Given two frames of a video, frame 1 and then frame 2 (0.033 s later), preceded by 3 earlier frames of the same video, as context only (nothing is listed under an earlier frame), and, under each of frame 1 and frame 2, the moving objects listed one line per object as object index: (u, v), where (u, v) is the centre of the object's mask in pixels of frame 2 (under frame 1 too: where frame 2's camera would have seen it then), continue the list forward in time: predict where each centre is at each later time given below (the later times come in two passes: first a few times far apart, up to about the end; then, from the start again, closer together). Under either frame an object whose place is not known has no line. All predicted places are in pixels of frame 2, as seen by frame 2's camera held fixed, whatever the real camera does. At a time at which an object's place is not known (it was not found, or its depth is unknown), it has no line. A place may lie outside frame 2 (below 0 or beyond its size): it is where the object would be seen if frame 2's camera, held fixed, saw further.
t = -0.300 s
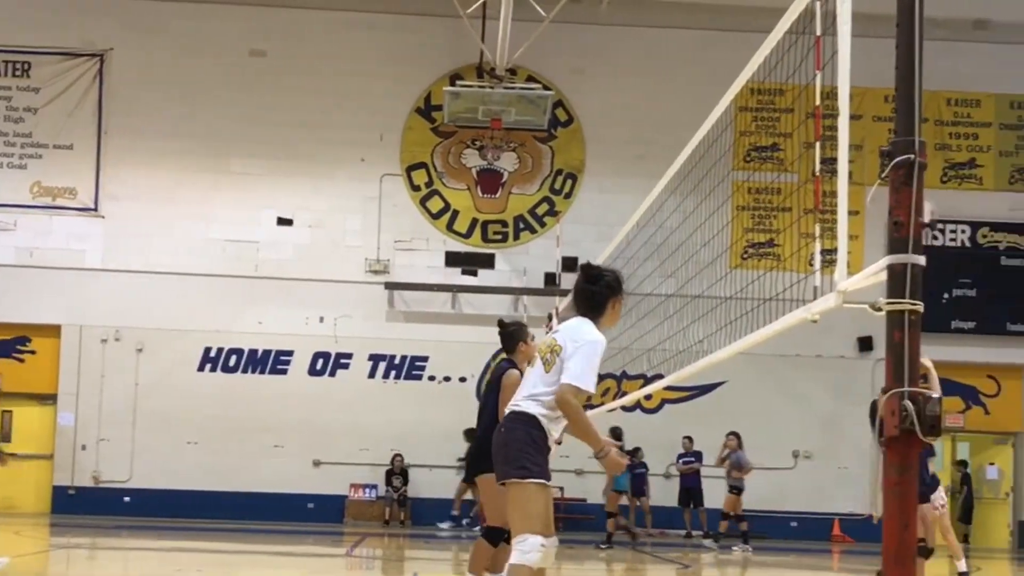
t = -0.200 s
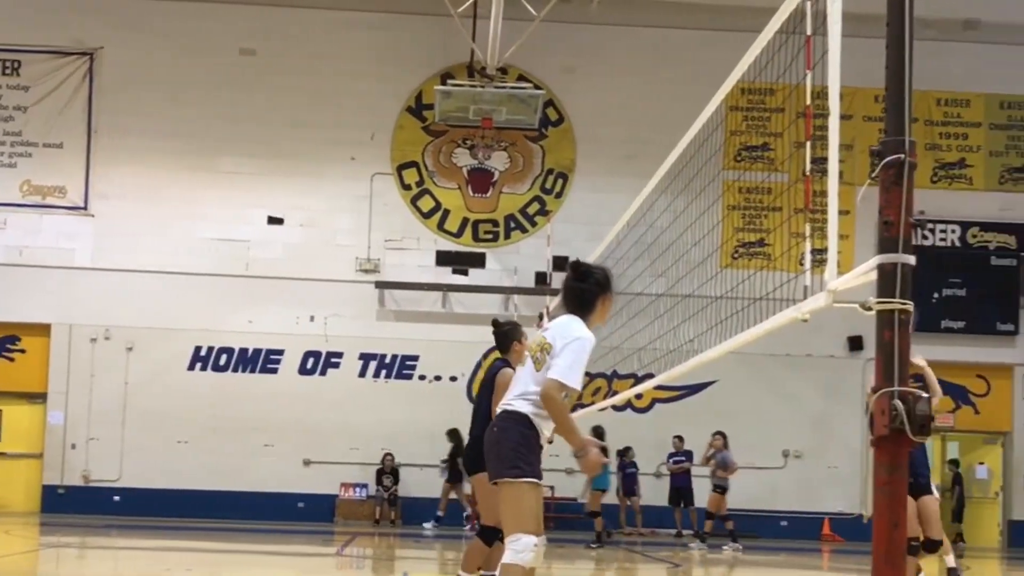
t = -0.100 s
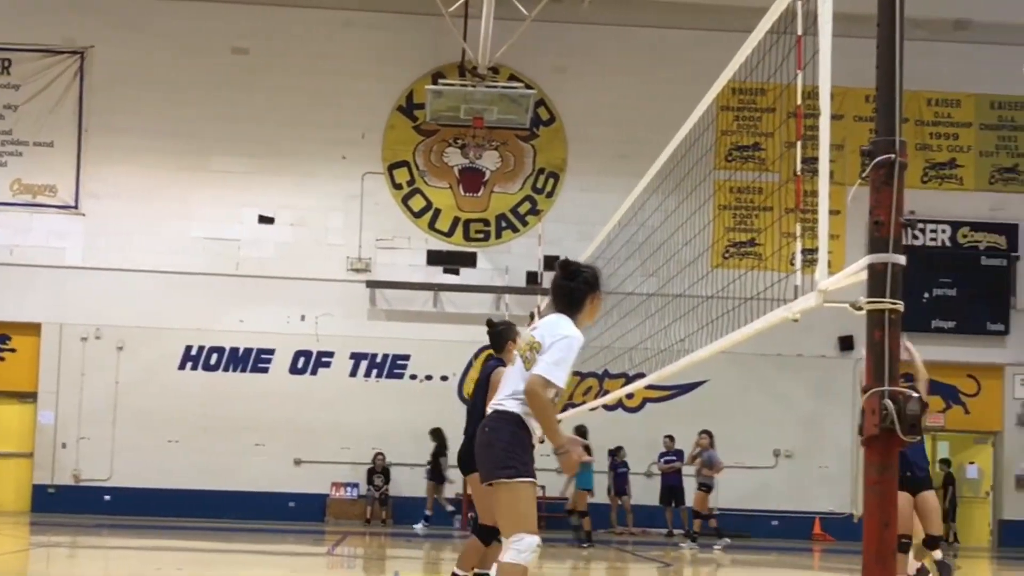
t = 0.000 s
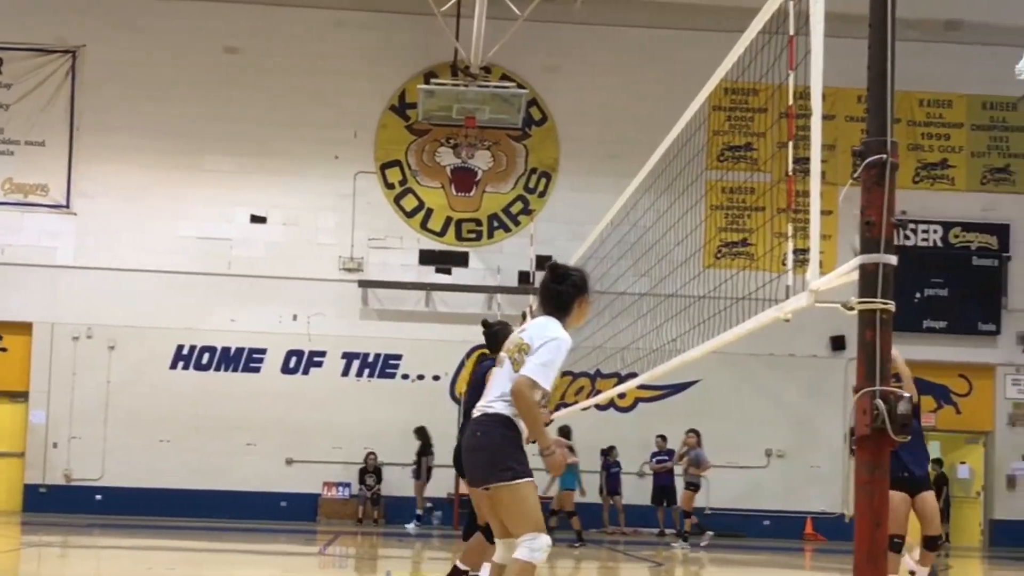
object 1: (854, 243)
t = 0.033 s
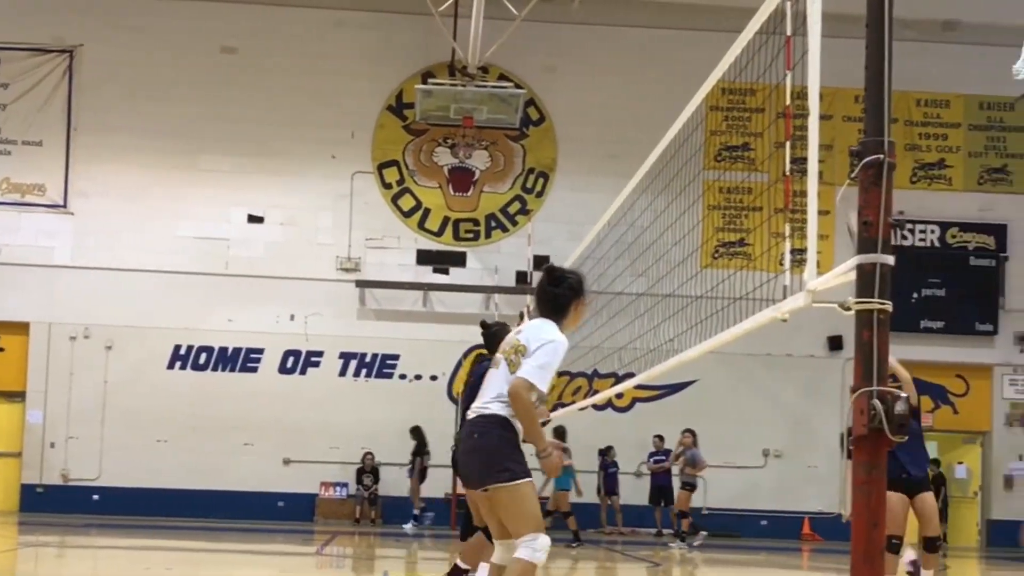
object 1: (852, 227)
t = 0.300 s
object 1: (839, 98)
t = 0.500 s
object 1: (824, 63)
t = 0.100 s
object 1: (850, 186)
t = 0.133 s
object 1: (848, 168)
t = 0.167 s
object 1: (846, 147)
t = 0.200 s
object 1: (847, 134)
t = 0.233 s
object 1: (846, 122)
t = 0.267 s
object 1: (842, 110)
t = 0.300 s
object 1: (839, 98)
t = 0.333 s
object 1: (835, 89)
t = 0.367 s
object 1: (831, 81)
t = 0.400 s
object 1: (830, 74)
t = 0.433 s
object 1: (827, 69)
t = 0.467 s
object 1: (825, 66)
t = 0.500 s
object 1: (824, 63)
